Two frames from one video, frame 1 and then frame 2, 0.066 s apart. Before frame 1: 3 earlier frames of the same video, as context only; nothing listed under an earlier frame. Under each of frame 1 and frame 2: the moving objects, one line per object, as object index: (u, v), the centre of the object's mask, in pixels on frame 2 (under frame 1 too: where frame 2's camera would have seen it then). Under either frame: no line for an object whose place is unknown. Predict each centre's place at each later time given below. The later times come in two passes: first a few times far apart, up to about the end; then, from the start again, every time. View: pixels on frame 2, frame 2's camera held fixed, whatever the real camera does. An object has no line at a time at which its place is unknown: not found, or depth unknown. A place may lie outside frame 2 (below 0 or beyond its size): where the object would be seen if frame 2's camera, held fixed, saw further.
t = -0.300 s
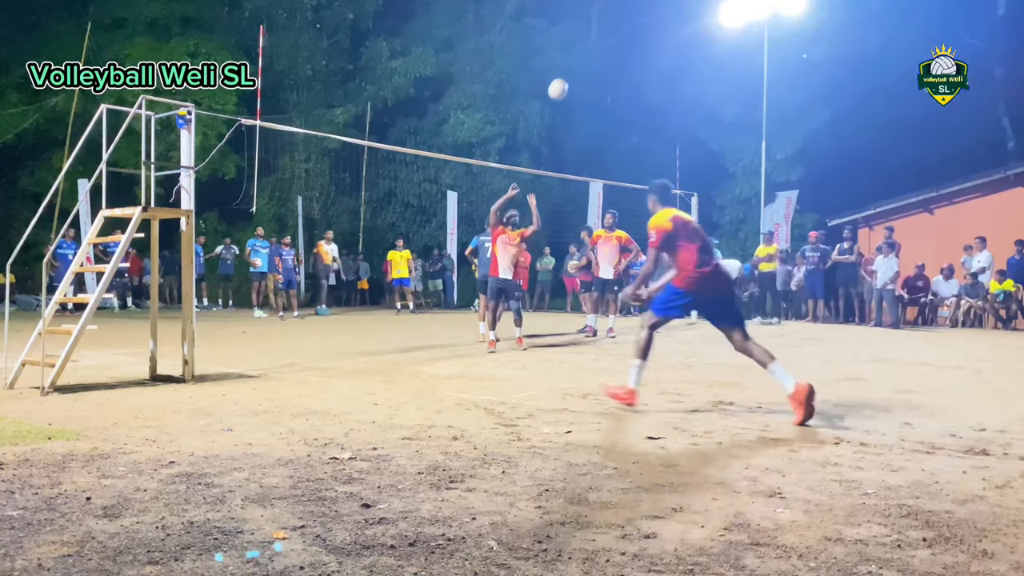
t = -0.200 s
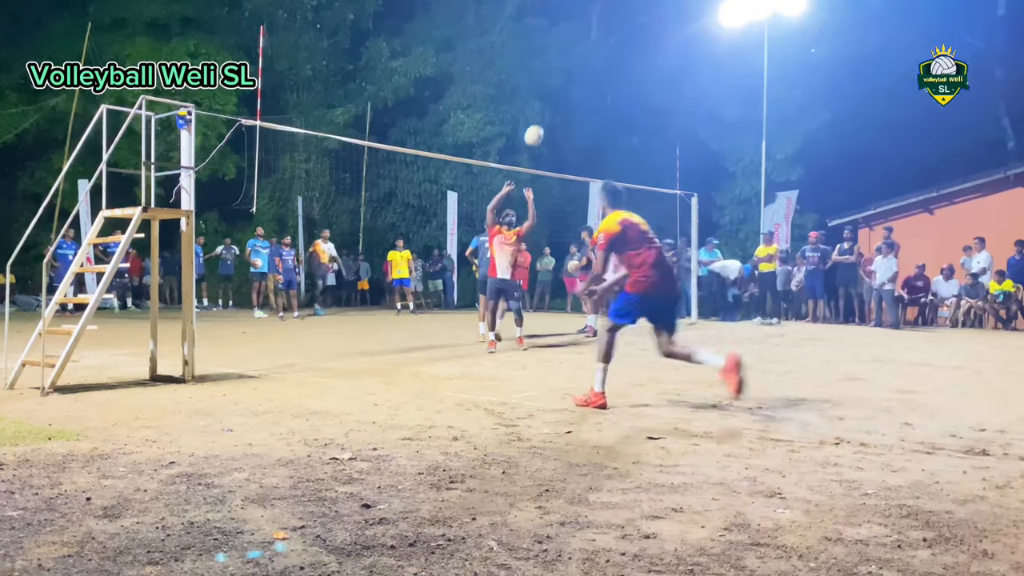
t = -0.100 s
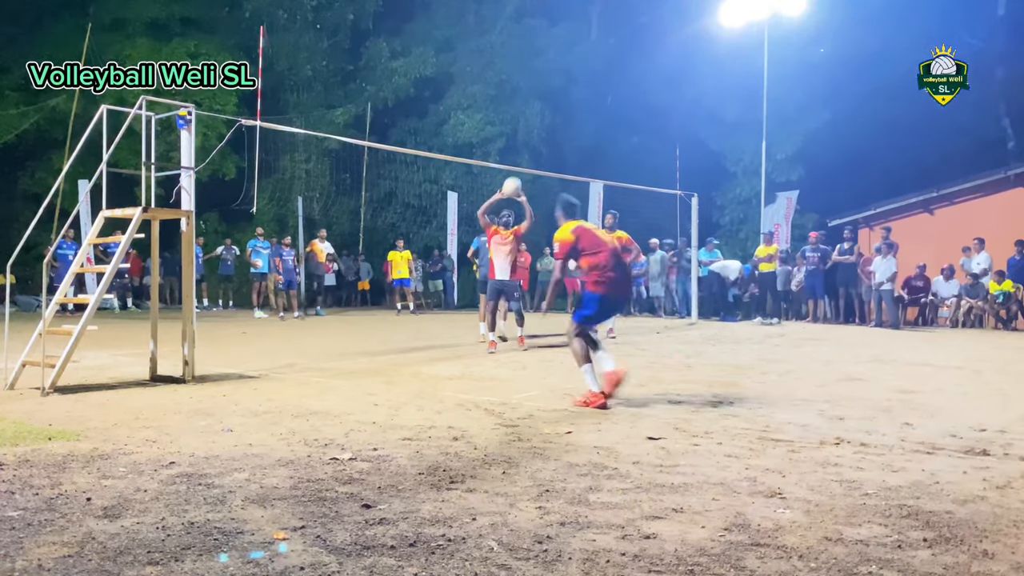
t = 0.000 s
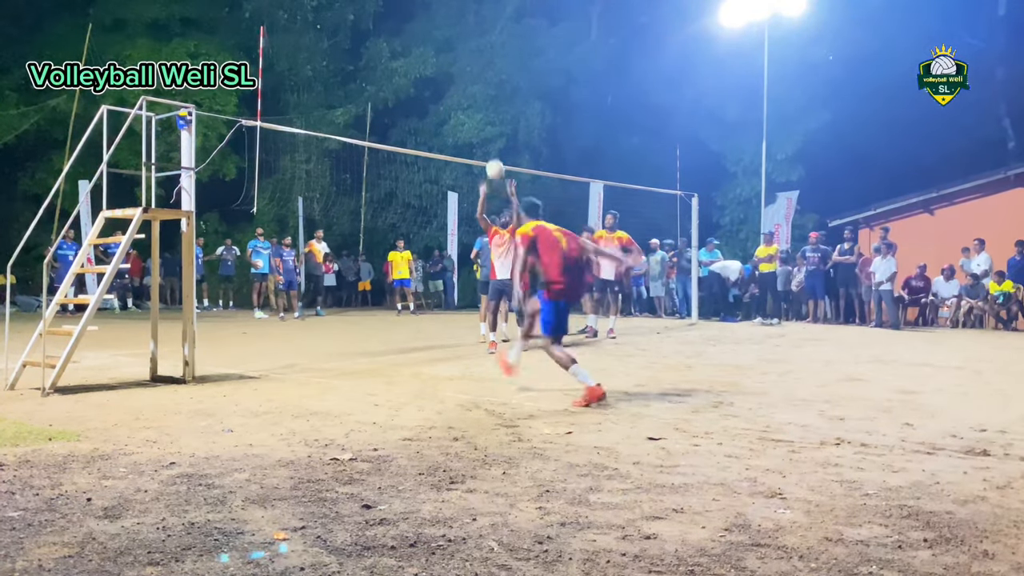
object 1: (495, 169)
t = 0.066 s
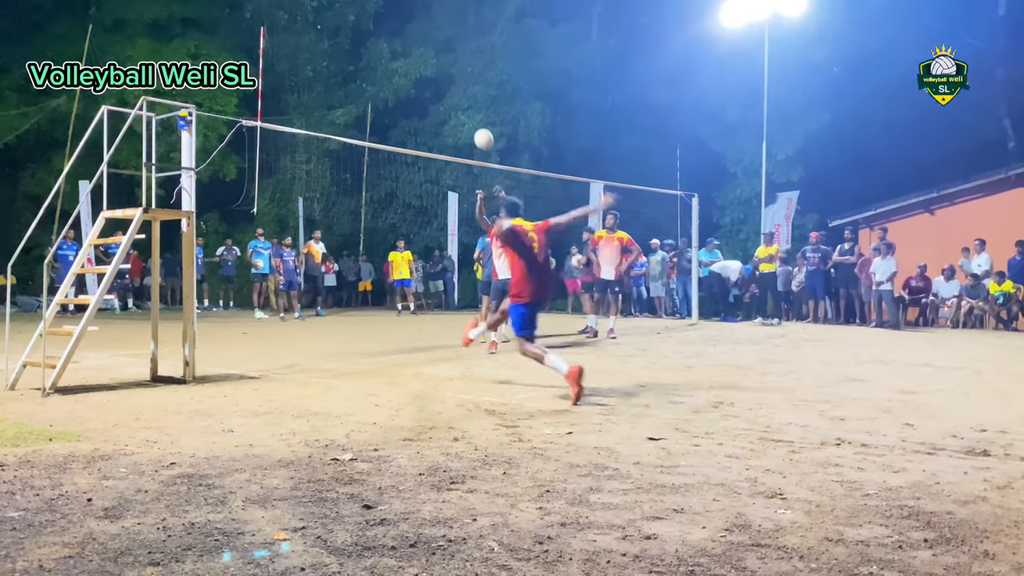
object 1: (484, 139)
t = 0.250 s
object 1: (451, 71)
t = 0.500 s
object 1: (403, 24)
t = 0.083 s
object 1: (480, 132)
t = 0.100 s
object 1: (477, 125)
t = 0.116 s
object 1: (474, 118)
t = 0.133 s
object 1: (472, 112)
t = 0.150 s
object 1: (469, 105)
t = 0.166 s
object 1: (466, 99)
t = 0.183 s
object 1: (463, 93)
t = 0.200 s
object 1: (460, 87)
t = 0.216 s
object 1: (457, 81)
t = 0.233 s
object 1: (454, 76)
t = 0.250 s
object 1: (451, 71)
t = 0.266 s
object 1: (447, 66)
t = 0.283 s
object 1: (445, 62)
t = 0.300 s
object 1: (441, 57)
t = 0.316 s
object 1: (438, 53)
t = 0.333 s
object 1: (435, 49)
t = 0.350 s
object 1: (432, 45)
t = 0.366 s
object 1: (429, 42)
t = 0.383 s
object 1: (426, 39)
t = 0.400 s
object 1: (423, 36)
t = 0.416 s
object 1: (419, 33)
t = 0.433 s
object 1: (416, 31)
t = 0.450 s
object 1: (413, 29)
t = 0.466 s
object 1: (410, 27)
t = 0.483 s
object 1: (407, 25)
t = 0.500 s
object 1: (403, 24)
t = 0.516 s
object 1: (400, 22)
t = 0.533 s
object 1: (397, 21)
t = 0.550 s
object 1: (394, 21)
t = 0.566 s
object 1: (390, 20)
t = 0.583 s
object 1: (387, 20)
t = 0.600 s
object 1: (384, 20)
